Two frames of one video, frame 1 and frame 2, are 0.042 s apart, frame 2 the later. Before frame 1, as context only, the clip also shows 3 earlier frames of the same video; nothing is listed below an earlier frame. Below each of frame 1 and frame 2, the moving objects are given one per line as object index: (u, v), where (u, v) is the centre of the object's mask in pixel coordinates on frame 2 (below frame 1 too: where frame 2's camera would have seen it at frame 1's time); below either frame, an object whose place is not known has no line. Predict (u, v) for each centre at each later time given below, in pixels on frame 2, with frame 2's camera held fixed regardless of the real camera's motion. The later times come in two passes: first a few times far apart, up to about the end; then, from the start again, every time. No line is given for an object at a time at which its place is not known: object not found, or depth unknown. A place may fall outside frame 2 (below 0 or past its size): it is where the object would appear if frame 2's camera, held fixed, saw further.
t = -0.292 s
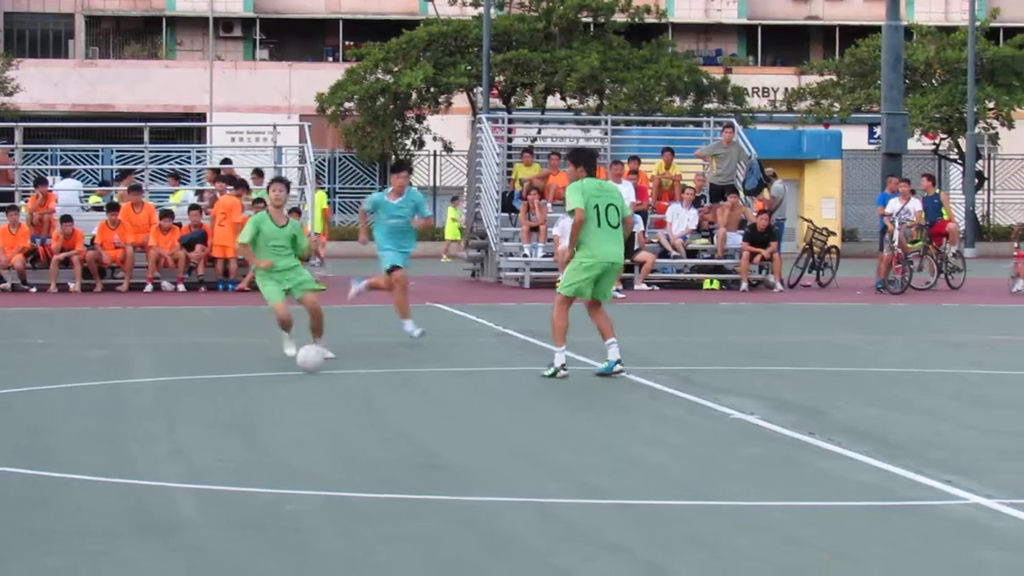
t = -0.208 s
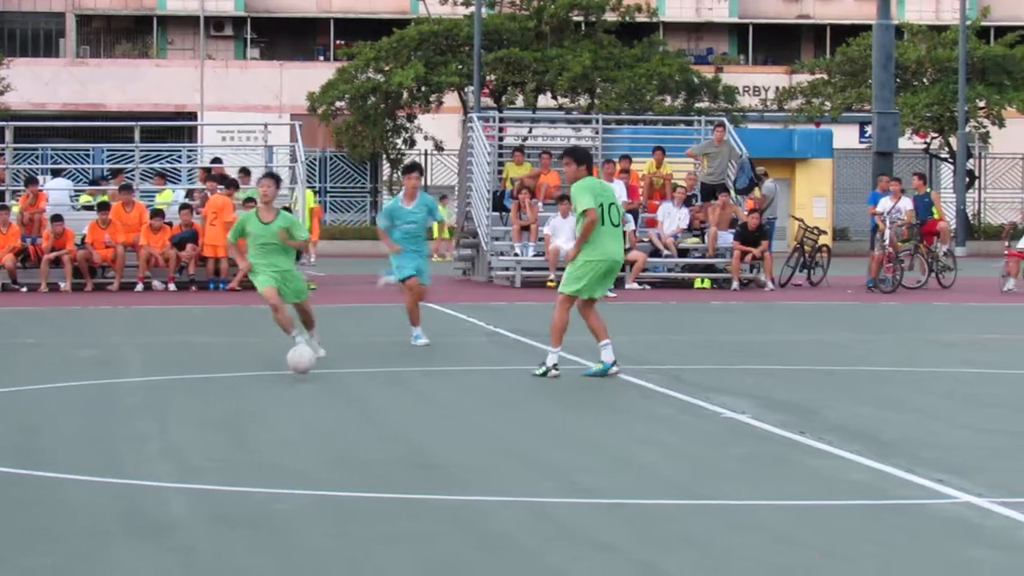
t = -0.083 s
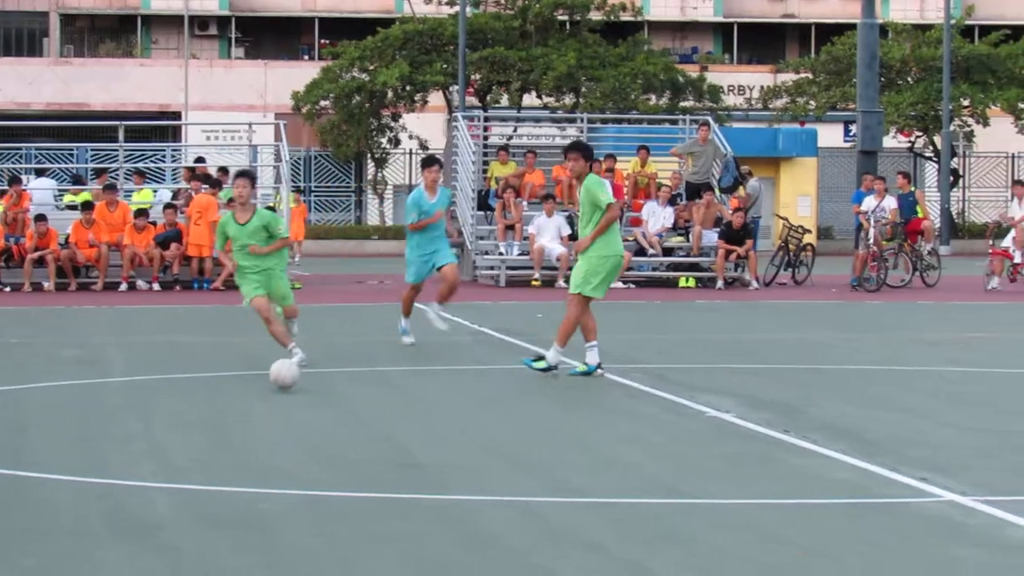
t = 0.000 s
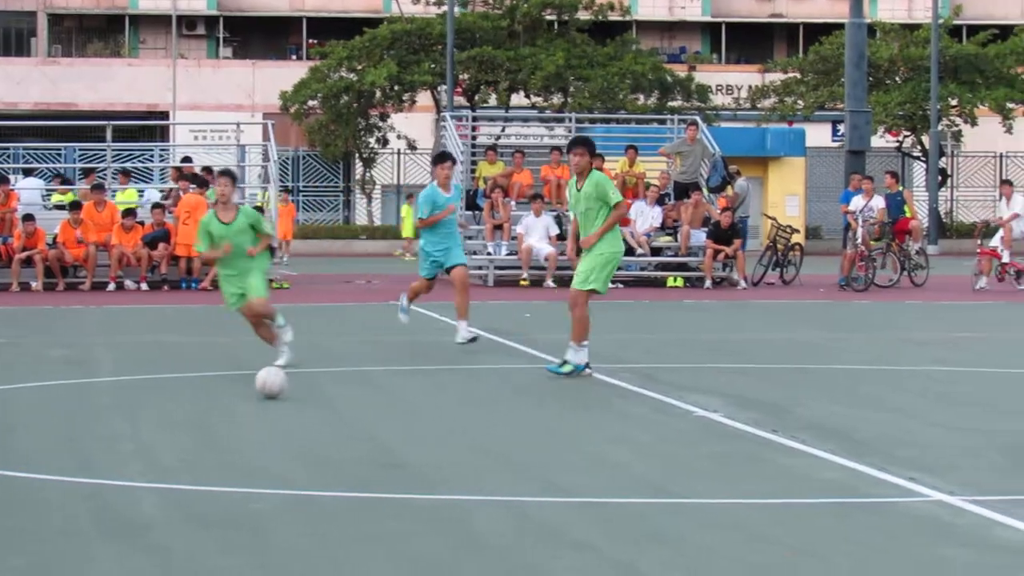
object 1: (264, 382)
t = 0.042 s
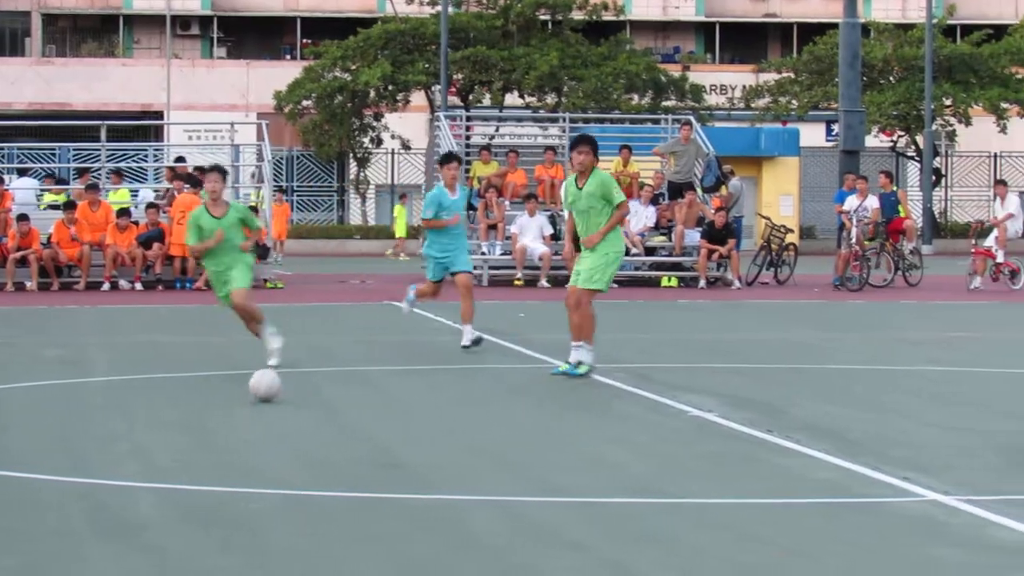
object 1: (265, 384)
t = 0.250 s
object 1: (264, 399)
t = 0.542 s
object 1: (258, 428)
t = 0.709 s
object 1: (253, 443)
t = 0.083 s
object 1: (264, 388)
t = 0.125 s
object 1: (264, 388)
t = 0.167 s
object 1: (264, 392)
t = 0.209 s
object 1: (264, 398)
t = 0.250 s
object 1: (264, 399)
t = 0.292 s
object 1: (264, 400)
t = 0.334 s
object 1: (263, 404)
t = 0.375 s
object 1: (262, 412)
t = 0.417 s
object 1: (261, 415)
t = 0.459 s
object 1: (260, 415)
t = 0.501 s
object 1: (259, 421)
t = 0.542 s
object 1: (258, 428)
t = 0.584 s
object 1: (256, 434)
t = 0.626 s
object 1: (255, 433)
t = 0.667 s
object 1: (254, 436)
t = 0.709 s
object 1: (253, 443)
